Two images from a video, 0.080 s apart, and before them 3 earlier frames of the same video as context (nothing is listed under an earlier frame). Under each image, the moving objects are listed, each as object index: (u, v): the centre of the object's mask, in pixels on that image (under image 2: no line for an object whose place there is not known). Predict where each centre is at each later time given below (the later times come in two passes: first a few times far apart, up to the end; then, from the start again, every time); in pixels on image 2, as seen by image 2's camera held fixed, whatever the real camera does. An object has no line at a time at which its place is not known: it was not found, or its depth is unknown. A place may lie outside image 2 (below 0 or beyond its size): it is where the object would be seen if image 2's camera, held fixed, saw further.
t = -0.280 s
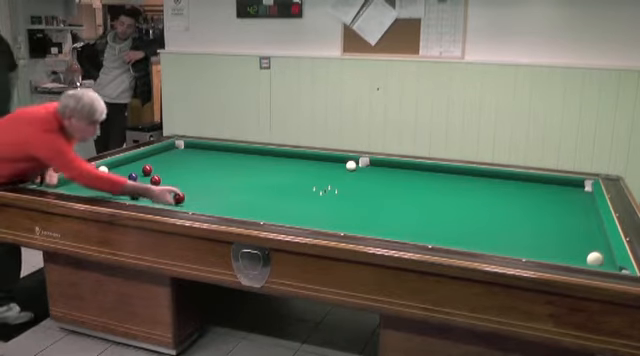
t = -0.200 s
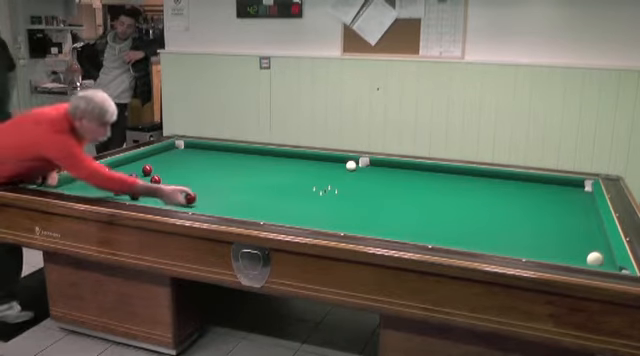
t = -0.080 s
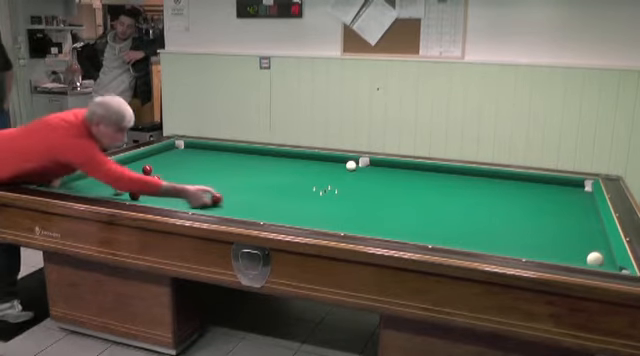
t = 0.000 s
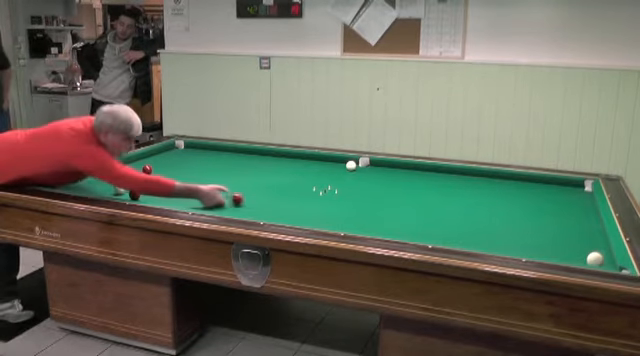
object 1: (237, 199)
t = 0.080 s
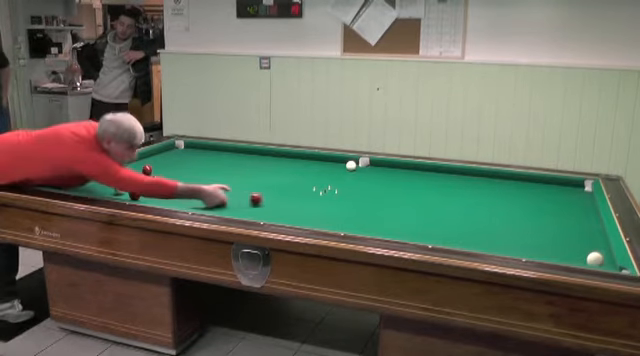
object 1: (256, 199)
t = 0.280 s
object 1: (299, 198)
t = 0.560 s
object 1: (356, 198)
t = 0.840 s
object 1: (412, 197)
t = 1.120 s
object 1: (464, 197)
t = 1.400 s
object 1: (513, 196)
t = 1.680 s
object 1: (559, 196)
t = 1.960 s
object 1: (577, 193)
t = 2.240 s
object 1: (551, 186)
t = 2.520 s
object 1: (528, 181)
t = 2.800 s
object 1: (506, 177)
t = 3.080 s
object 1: (487, 176)
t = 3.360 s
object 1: (468, 176)
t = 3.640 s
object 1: (449, 175)
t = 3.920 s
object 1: (431, 175)
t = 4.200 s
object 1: (413, 174)
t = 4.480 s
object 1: (396, 174)
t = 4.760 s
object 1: (379, 174)
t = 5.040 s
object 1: (362, 173)
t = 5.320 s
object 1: (347, 173)
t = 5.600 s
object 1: (331, 173)
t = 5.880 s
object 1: (317, 172)
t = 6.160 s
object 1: (303, 172)
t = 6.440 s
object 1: (289, 172)
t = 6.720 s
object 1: (276, 172)
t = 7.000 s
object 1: (263, 171)
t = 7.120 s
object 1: (258, 172)
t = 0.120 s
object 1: (264, 199)
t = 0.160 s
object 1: (273, 199)
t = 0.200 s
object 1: (282, 199)
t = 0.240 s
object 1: (290, 198)
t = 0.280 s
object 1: (299, 198)
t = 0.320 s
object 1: (307, 198)
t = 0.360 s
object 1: (315, 198)
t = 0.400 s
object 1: (323, 197)
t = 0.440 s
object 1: (332, 198)
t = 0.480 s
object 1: (340, 198)
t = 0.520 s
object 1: (348, 198)
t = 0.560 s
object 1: (356, 198)
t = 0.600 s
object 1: (364, 198)
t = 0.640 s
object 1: (372, 197)
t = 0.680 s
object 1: (380, 197)
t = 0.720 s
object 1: (388, 197)
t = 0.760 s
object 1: (396, 197)
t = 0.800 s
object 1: (404, 197)
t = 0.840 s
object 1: (412, 197)
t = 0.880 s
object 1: (419, 197)
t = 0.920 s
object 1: (427, 197)
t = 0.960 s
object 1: (434, 197)
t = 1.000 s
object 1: (442, 197)
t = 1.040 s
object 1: (449, 197)
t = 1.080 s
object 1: (456, 196)
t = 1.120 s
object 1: (464, 197)
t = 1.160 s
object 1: (471, 196)
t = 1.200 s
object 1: (478, 197)
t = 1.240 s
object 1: (485, 197)
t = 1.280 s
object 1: (492, 197)
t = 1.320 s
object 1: (499, 196)
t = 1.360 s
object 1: (506, 196)
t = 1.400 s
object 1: (513, 196)
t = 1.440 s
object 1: (520, 196)
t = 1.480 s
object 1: (527, 196)
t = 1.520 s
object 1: (534, 196)
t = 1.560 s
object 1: (540, 196)
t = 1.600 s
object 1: (546, 196)
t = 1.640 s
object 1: (553, 196)
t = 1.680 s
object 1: (559, 196)
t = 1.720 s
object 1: (565, 195)
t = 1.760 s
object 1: (571, 195)
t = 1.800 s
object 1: (578, 195)
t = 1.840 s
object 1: (584, 195)
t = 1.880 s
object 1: (587, 195)
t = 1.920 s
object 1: (582, 194)
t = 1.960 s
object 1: (577, 193)
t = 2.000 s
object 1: (573, 192)
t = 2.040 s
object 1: (570, 191)
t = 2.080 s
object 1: (566, 190)
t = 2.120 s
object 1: (562, 189)
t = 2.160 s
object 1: (559, 188)
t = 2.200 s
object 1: (555, 187)
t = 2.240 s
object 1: (551, 186)
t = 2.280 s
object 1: (548, 185)
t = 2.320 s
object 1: (545, 184)
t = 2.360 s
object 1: (541, 184)
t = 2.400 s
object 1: (538, 183)
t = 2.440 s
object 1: (534, 182)
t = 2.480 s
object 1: (531, 181)
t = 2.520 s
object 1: (528, 181)
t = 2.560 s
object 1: (524, 180)
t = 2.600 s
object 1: (521, 179)
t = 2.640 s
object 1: (518, 178)
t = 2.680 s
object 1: (515, 178)
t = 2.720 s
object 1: (512, 177)
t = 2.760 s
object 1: (510, 176)
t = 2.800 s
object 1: (506, 177)
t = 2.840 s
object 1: (504, 177)
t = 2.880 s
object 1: (501, 177)
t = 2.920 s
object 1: (498, 176)
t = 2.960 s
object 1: (496, 176)
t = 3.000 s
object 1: (493, 176)
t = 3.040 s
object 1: (490, 176)
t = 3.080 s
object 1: (487, 176)
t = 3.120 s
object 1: (484, 176)
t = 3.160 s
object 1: (482, 176)
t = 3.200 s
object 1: (479, 176)
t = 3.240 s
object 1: (476, 176)
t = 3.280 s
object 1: (474, 175)
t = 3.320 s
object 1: (471, 176)
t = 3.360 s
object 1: (468, 176)
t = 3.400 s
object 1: (465, 176)
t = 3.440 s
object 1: (462, 176)
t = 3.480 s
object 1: (460, 176)
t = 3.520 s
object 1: (457, 175)
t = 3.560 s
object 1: (455, 175)
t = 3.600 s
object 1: (452, 175)
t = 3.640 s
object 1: (449, 175)
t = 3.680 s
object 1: (447, 175)
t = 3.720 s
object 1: (444, 175)
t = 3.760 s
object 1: (441, 175)
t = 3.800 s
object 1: (439, 175)
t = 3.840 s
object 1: (436, 175)
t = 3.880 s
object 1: (434, 176)
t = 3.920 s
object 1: (431, 175)
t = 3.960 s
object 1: (429, 175)
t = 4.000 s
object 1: (426, 175)
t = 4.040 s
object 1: (424, 175)
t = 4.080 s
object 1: (421, 175)
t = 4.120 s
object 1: (418, 175)
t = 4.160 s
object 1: (416, 175)
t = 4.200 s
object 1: (413, 174)
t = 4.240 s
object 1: (410, 174)
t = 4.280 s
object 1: (408, 175)
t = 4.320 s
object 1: (405, 175)
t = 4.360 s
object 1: (403, 174)
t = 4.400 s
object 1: (400, 175)
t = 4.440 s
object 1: (398, 174)
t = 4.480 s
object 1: (396, 174)
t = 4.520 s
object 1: (393, 175)
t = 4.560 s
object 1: (391, 174)
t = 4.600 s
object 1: (388, 174)
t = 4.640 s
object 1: (386, 174)
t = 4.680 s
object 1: (384, 174)
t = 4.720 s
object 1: (381, 174)
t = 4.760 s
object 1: (379, 174)
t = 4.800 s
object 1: (376, 174)
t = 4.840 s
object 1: (374, 174)
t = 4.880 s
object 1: (372, 174)
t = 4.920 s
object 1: (369, 174)
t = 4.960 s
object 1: (367, 174)
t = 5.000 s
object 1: (364, 174)
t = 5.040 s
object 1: (362, 173)
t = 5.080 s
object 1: (361, 173)
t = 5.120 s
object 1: (358, 174)
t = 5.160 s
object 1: (356, 174)
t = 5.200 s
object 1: (353, 173)
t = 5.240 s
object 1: (351, 173)
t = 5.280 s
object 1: (349, 173)
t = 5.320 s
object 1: (347, 173)
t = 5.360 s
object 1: (345, 173)
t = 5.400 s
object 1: (342, 173)
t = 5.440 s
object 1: (340, 173)
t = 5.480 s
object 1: (338, 173)
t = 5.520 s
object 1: (336, 173)
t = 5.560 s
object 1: (334, 173)
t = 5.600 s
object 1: (331, 173)
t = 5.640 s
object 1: (329, 173)
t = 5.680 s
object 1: (327, 173)
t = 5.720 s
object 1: (325, 173)
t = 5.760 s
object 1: (323, 173)
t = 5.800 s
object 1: (321, 173)
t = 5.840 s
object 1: (319, 173)
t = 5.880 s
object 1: (317, 172)
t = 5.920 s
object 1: (315, 172)
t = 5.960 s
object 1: (313, 173)
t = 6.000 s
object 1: (311, 172)
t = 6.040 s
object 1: (309, 172)
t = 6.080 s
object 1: (306, 172)
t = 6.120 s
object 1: (304, 172)
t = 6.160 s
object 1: (303, 172)
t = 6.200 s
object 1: (300, 172)
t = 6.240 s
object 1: (298, 172)
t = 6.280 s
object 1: (296, 172)
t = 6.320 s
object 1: (294, 172)
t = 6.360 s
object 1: (293, 172)
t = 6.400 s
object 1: (291, 172)
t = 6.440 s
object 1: (289, 172)
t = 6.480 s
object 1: (287, 172)
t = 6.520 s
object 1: (285, 172)
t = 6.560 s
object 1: (283, 172)
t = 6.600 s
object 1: (281, 172)
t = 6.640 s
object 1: (279, 172)
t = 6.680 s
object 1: (278, 172)
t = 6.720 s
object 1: (276, 172)
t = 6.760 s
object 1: (274, 172)
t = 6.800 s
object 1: (272, 172)
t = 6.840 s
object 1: (270, 171)
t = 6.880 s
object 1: (269, 171)
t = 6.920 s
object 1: (267, 171)
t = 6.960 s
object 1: (265, 171)
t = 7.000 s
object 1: (263, 171)
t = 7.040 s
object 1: (262, 171)
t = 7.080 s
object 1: (260, 171)
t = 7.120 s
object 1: (258, 172)
